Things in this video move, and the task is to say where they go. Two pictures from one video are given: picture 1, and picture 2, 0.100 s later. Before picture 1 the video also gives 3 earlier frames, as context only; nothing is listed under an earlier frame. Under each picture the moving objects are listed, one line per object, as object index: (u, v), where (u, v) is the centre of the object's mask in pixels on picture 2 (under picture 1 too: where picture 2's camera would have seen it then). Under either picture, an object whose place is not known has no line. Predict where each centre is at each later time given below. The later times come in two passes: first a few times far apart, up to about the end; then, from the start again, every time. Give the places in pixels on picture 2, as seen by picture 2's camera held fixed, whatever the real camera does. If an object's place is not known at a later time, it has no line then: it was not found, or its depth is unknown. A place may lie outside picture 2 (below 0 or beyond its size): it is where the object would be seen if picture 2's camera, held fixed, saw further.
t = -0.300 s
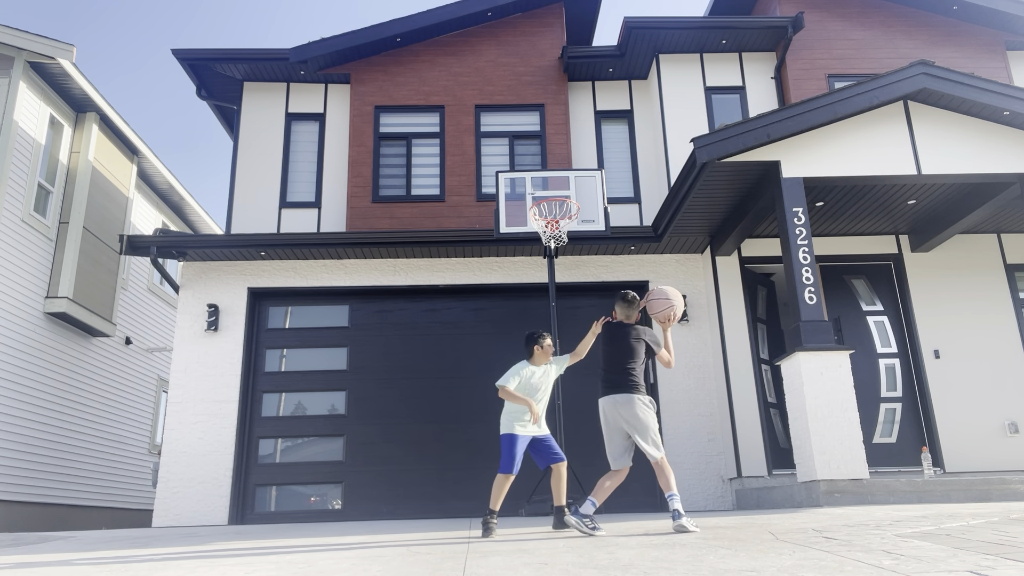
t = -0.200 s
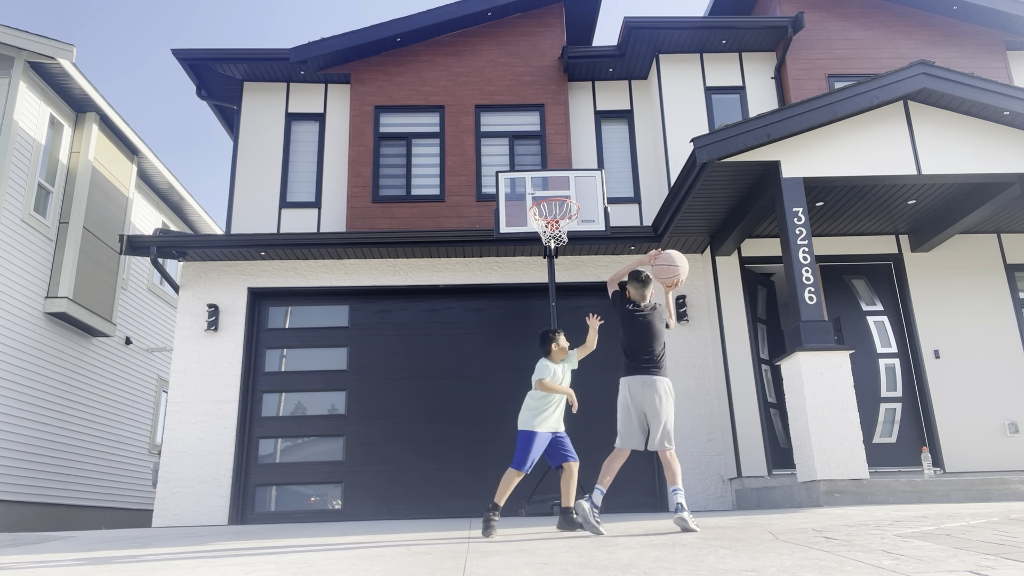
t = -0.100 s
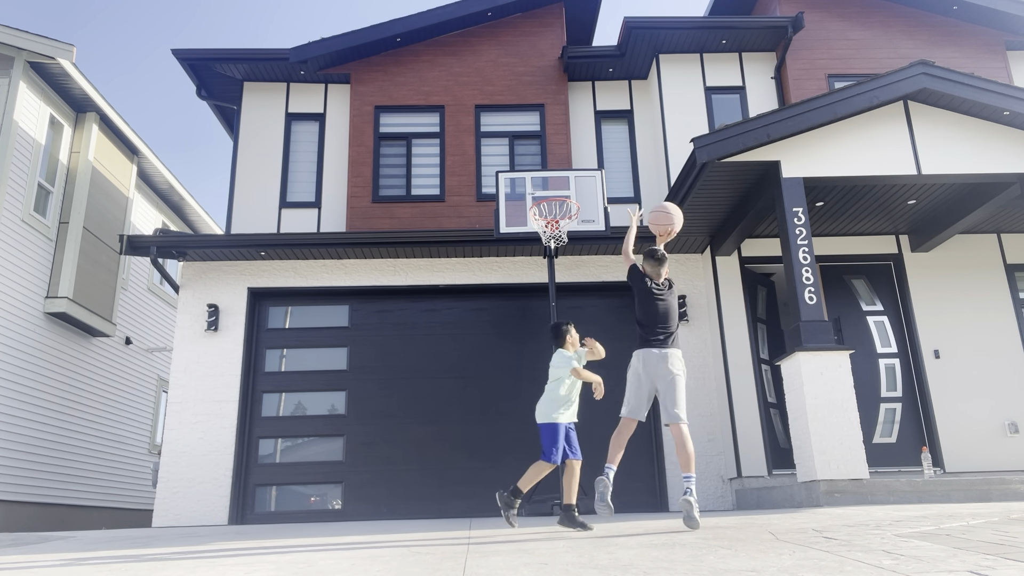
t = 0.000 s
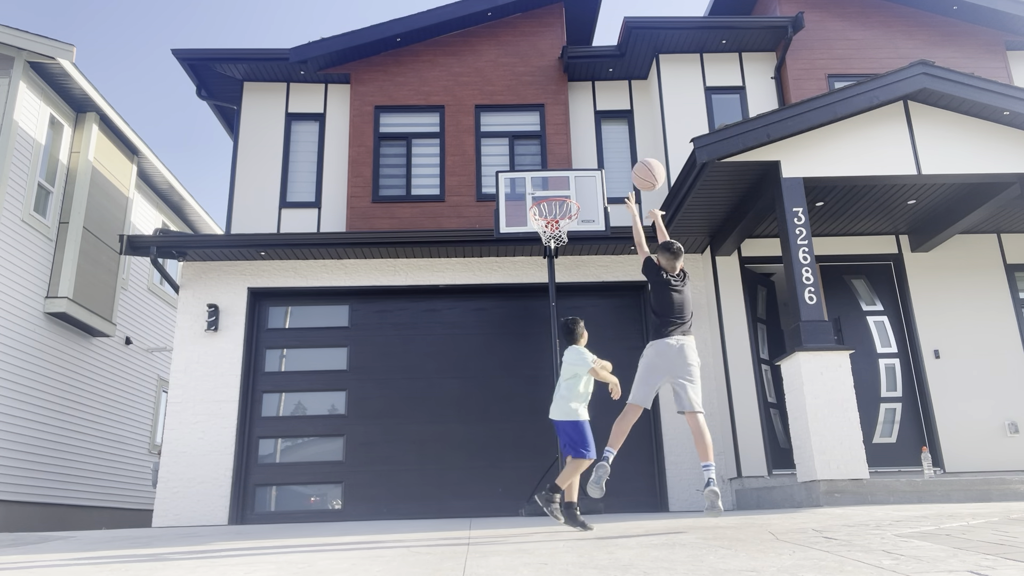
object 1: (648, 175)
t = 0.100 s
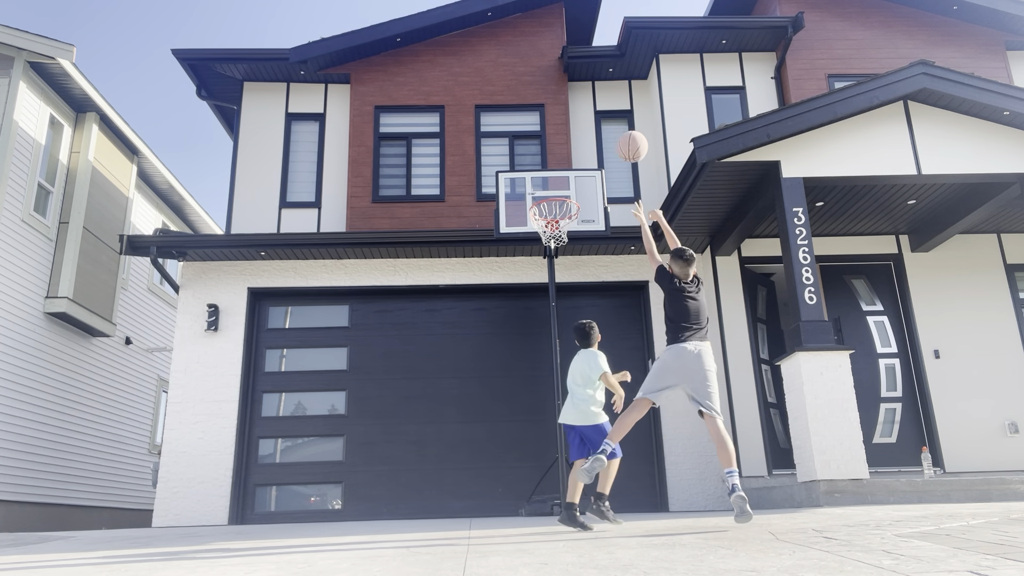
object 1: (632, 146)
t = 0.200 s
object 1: (618, 132)
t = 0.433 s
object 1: (592, 141)
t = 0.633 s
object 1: (575, 186)
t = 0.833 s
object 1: (585, 187)
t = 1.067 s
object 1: (601, 231)
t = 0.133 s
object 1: (627, 140)
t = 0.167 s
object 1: (623, 135)
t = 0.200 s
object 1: (618, 132)
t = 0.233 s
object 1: (614, 130)
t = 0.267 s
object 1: (609, 129)
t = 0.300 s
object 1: (606, 129)
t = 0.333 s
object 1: (602, 130)
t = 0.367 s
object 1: (598, 133)
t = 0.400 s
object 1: (595, 136)
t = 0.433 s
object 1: (592, 141)
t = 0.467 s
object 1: (589, 146)
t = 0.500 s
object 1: (586, 152)
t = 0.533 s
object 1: (583, 159)
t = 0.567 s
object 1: (580, 167)
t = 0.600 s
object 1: (577, 176)
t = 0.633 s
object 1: (575, 186)
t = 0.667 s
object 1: (575, 187)
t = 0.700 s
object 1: (577, 185)
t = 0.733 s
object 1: (579, 184)
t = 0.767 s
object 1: (581, 184)
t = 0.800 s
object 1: (583, 185)
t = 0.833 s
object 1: (585, 187)
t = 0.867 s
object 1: (587, 190)
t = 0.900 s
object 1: (589, 194)
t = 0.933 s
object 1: (591, 200)
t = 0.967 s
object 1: (594, 206)
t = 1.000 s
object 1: (596, 213)
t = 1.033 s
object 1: (598, 222)
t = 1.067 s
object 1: (601, 231)
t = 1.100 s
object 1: (603, 241)
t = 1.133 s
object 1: (606, 252)
